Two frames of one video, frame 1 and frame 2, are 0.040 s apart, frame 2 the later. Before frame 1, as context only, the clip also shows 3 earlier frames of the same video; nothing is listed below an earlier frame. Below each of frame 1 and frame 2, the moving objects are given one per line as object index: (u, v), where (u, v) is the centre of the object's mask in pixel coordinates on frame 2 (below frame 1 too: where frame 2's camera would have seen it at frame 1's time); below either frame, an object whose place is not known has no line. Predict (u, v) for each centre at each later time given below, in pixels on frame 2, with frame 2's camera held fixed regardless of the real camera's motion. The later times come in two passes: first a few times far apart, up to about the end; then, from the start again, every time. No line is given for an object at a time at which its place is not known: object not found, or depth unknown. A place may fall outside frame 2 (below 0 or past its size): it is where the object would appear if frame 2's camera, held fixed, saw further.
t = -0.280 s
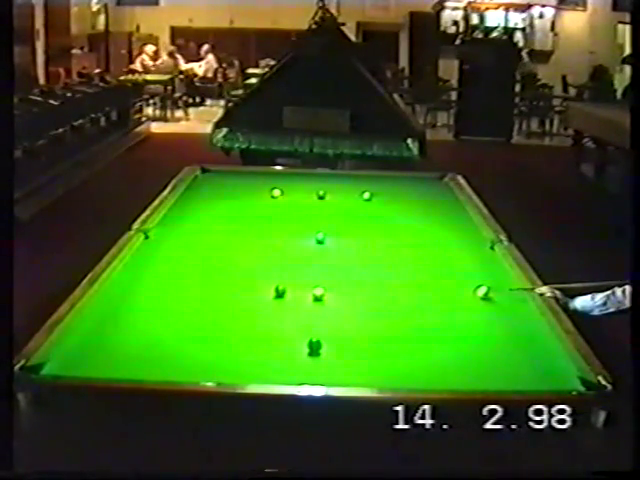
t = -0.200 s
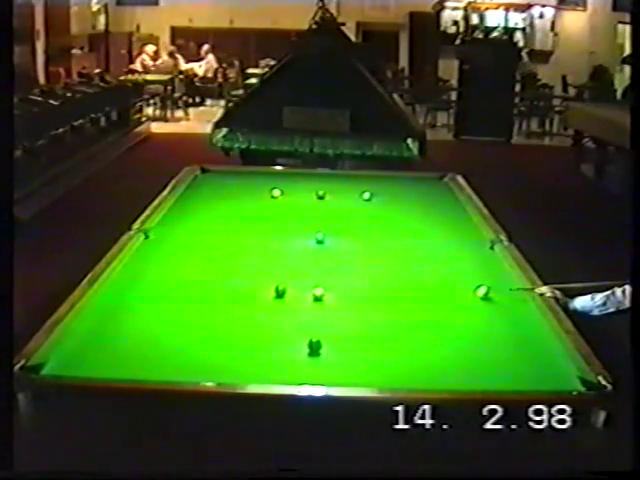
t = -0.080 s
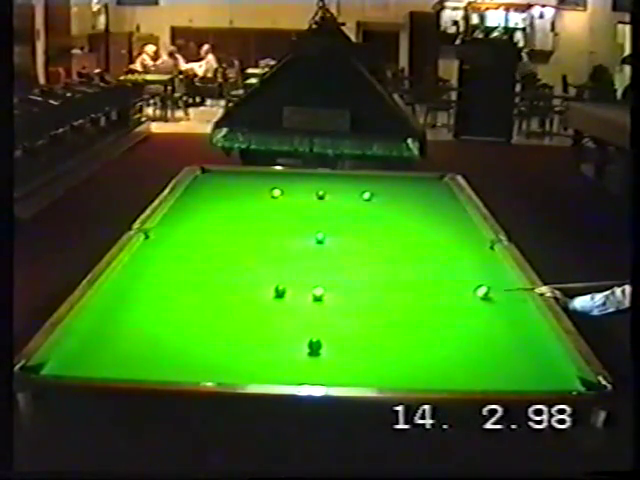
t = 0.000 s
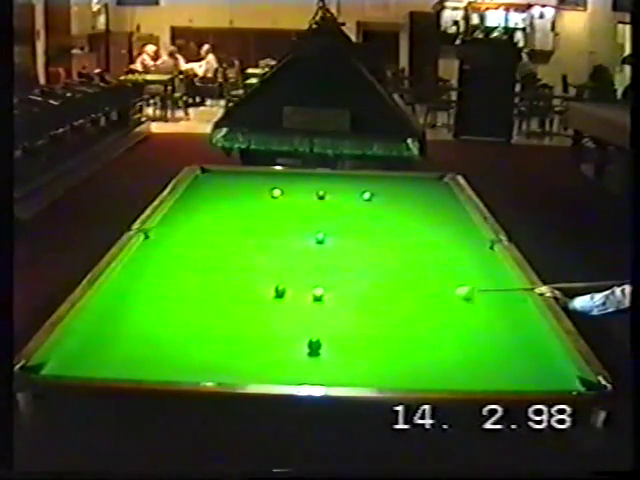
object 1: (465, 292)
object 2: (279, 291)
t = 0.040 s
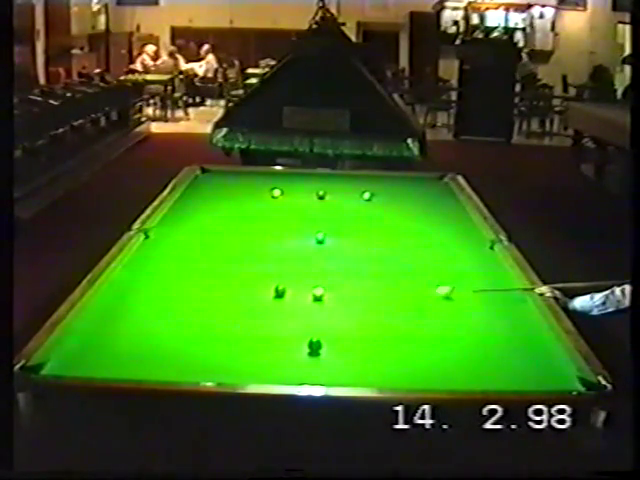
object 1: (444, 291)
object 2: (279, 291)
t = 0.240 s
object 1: (350, 289)
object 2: (279, 291)
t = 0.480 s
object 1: (256, 281)
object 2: (261, 298)
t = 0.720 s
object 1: (187, 267)
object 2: (226, 309)
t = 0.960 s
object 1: (147, 255)
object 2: (190, 321)
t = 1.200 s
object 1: (200, 249)
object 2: (154, 332)
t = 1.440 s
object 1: (247, 243)
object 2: (117, 345)
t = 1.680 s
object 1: (291, 238)
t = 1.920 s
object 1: (332, 232)
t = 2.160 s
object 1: (369, 228)
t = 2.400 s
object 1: (403, 224)
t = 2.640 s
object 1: (434, 220)
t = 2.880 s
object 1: (463, 217)
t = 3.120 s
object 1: (448, 213)
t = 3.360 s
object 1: (426, 211)
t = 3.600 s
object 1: (407, 207)
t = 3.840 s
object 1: (389, 205)
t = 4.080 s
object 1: (372, 203)
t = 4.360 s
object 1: (353, 200)
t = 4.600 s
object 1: (340, 198)
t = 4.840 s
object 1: (326, 195)
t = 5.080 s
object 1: (320, 196)
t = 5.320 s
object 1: (316, 196)
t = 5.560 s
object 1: (313, 196)
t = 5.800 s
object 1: (310, 196)
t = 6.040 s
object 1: (308, 197)
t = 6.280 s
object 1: (308, 197)
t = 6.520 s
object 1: (308, 197)
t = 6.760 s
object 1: (308, 197)
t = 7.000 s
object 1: (307, 197)
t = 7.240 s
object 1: (307, 196)
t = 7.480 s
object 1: (308, 196)
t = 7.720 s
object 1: (308, 197)
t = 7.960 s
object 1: (307, 196)
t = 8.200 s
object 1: (308, 197)
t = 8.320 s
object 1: (307, 197)
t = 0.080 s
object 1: (425, 291)
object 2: (280, 291)
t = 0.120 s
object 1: (406, 290)
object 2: (280, 291)
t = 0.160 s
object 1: (387, 290)
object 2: (280, 291)
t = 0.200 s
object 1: (368, 289)
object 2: (279, 291)
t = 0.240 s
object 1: (350, 289)
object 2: (279, 291)
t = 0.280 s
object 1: (330, 288)
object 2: (280, 291)
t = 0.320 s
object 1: (311, 287)
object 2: (279, 291)
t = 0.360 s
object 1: (293, 288)
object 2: (280, 291)
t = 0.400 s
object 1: (280, 284)
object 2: (275, 293)
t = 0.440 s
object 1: (268, 282)
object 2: (267, 294)
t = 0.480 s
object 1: (256, 281)
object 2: (261, 298)
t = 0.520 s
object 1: (244, 278)
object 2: (255, 300)
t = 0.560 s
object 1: (232, 276)
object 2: (249, 301)
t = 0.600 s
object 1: (222, 273)
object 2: (244, 303)
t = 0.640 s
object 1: (209, 271)
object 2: (238, 305)
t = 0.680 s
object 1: (198, 269)
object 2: (232, 307)
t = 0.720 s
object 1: (187, 267)
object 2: (226, 309)
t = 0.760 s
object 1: (176, 265)
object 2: (221, 310)
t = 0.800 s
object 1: (165, 262)
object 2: (215, 312)
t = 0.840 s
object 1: (155, 261)
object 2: (209, 314)
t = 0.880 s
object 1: (146, 258)
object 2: (203, 316)
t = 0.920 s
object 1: (137, 257)
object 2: (197, 319)
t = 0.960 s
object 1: (147, 255)
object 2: (190, 321)
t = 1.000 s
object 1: (156, 255)
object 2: (185, 323)
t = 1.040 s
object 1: (166, 253)
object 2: (178, 325)
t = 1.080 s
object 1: (175, 252)
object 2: (172, 326)
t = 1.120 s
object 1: (182, 252)
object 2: (167, 328)
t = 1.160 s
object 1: (192, 250)
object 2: (161, 330)
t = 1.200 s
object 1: (200, 249)
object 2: (154, 332)
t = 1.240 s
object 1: (208, 248)
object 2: (148, 335)
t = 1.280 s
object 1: (216, 247)
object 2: (141, 337)
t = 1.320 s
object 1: (224, 246)
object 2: (135, 339)
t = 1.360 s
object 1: (232, 245)
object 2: (129, 341)
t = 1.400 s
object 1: (239, 244)
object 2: (123, 342)
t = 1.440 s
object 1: (247, 243)
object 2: (117, 345)
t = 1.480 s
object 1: (255, 243)
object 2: (111, 347)
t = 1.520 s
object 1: (262, 241)
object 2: (103, 349)
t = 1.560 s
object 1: (270, 240)
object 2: (97, 351)
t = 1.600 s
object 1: (277, 240)
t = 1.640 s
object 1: (284, 239)
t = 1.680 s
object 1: (291, 238)
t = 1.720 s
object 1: (298, 237)
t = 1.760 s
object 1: (305, 237)
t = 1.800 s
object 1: (312, 235)
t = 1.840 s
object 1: (318, 234)
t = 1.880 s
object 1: (325, 233)
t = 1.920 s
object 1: (332, 232)
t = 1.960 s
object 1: (339, 231)
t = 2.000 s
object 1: (345, 231)
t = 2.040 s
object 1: (351, 231)
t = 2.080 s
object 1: (357, 230)
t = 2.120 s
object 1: (363, 229)
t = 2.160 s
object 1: (369, 228)
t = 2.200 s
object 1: (375, 227)
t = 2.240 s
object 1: (380, 227)
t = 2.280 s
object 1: (386, 226)
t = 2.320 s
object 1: (392, 226)
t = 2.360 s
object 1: (398, 225)
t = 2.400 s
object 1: (403, 224)
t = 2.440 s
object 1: (408, 224)
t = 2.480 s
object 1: (414, 222)
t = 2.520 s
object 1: (419, 222)
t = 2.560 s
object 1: (424, 221)
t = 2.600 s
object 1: (429, 220)
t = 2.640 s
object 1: (434, 220)
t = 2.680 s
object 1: (439, 219)
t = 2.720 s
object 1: (443, 219)
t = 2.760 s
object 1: (448, 218)
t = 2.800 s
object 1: (454, 218)
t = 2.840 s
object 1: (458, 217)
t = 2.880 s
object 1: (463, 217)
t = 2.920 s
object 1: (467, 215)
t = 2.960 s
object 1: (463, 215)
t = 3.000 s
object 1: (459, 215)
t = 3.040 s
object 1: (456, 214)
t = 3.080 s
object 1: (452, 214)
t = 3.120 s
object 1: (448, 213)
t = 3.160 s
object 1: (445, 213)
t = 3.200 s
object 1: (441, 212)
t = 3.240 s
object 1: (437, 212)
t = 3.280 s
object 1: (433, 211)
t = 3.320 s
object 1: (430, 211)
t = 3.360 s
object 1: (426, 211)
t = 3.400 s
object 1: (423, 210)
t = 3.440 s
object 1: (420, 209)
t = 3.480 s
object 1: (417, 209)
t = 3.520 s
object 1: (413, 208)
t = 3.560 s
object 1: (410, 208)
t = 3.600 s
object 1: (407, 207)
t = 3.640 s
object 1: (403, 207)
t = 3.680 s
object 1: (401, 207)
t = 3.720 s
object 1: (397, 207)
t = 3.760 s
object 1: (394, 206)
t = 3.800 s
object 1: (392, 205)
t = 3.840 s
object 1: (389, 205)
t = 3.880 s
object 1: (386, 205)
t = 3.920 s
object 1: (383, 204)
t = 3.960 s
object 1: (380, 204)
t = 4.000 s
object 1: (378, 204)
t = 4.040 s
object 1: (376, 203)
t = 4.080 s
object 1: (372, 203)
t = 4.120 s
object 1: (370, 202)
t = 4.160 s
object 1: (367, 202)
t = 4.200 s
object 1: (364, 202)
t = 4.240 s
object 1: (362, 201)
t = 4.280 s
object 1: (359, 201)
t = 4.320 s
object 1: (356, 200)
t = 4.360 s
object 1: (353, 200)
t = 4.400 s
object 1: (351, 199)
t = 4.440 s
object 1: (348, 199)
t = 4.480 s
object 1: (346, 199)
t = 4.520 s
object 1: (344, 198)
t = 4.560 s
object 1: (341, 198)
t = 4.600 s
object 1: (340, 198)
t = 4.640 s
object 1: (337, 197)
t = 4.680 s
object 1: (335, 197)
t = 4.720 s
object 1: (332, 197)
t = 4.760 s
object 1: (331, 197)
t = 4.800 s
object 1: (329, 196)
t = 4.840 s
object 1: (326, 195)
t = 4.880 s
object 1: (325, 195)
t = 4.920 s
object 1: (324, 195)
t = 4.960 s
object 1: (324, 196)
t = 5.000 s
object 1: (322, 195)
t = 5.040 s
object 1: (322, 196)
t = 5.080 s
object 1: (320, 196)
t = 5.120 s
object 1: (320, 196)
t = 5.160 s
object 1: (319, 196)
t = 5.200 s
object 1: (319, 196)
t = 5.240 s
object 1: (318, 196)
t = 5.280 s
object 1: (317, 196)
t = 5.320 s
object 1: (316, 196)
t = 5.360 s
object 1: (316, 196)
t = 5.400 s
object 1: (315, 196)
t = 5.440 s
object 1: (315, 196)
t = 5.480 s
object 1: (314, 196)
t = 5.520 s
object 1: (313, 196)
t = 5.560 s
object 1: (313, 196)
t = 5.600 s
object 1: (312, 196)
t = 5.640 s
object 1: (312, 196)
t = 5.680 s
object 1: (312, 196)
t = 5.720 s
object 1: (311, 196)
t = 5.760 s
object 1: (311, 196)
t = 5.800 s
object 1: (310, 196)
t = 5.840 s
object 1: (310, 196)
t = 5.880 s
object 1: (310, 196)
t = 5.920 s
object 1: (309, 196)
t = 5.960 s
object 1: (309, 197)
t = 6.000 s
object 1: (308, 197)
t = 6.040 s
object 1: (308, 197)
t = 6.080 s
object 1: (308, 196)
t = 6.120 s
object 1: (308, 196)
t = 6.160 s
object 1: (308, 197)
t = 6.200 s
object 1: (308, 197)
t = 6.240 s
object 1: (308, 197)
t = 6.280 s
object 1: (308, 197)
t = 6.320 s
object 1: (308, 197)
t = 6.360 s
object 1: (307, 197)
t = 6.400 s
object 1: (308, 197)
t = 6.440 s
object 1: (308, 197)
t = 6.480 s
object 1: (308, 197)
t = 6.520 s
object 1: (308, 197)
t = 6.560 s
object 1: (308, 197)
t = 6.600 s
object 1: (308, 197)
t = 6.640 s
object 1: (308, 197)
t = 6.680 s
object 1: (308, 197)
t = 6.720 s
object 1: (308, 197)
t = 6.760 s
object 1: (308, 197)
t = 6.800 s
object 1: (308, 197)
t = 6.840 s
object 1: (308, 197)
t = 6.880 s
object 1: (308, 197)
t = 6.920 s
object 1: (308, 197)
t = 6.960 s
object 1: (308, 197)
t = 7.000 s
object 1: (307, 197)
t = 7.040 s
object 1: (308, 197)
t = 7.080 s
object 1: (307, 196)
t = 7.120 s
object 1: (308, 197)
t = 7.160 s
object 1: (308, 197)
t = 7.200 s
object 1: (308, 197)
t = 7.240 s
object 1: (307, 196)
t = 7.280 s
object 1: (307, 197)
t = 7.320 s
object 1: (307, 196)
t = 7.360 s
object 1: (307, 197)
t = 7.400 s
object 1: (308, 197)
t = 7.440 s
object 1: (308, 197)
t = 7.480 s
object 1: (308, 196)
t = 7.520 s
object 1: (308, 197)
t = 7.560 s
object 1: (308, 197)
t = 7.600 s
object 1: (308, 196)
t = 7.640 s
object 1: (308, 196)
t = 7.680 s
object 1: (308, 197)
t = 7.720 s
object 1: (308, 197)
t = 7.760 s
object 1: (308, 197)
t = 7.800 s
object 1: (308, 197)
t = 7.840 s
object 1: (308, 197)
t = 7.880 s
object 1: (308, 197)
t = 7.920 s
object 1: (308, 197)
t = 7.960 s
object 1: (307, 196)
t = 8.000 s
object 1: (308, 197)
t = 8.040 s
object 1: (308, 197)
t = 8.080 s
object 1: (308, 197)
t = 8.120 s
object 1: (307, 196)
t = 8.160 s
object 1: (307, 197)
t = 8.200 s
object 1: (308, 197)
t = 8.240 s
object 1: (308, 197)
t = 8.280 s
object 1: (307, 197)
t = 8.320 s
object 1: (307, 197)
